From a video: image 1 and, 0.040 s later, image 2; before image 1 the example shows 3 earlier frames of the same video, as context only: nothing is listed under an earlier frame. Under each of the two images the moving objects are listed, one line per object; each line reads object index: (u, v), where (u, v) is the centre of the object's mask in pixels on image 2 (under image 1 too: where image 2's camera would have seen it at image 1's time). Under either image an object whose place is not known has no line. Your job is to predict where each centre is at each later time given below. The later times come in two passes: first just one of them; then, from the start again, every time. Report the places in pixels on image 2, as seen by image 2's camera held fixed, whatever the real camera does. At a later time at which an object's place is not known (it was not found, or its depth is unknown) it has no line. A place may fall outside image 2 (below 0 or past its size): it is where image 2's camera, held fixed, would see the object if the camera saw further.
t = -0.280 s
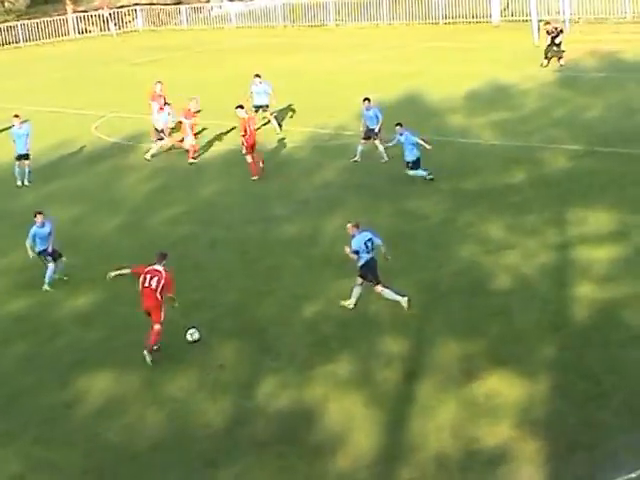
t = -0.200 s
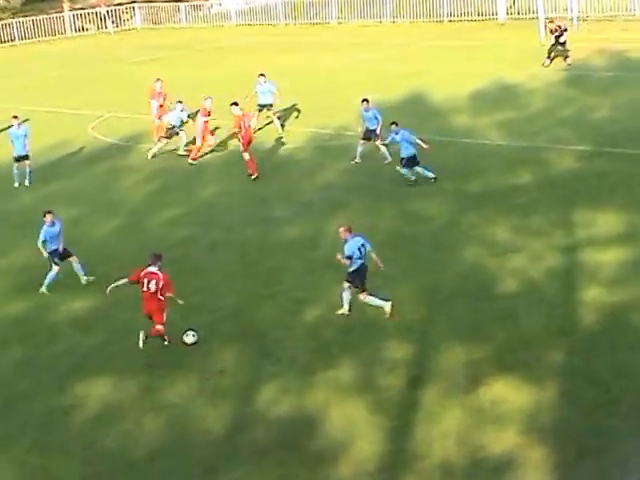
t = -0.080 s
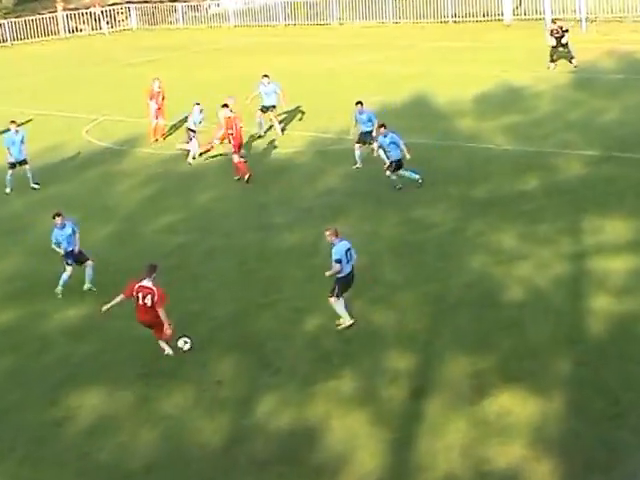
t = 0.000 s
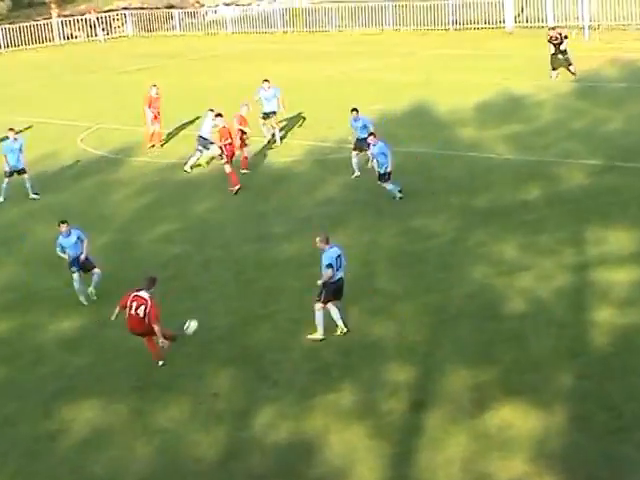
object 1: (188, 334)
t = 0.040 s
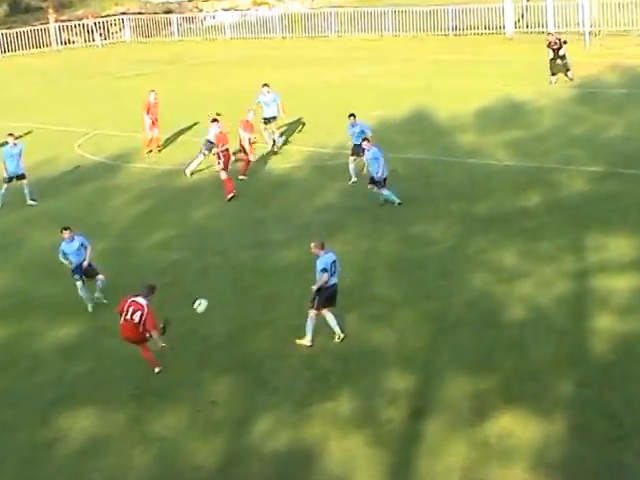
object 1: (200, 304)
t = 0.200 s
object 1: (237, 217)
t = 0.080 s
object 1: (210, 280)
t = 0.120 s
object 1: (220, 256)
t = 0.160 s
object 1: (230, 236)
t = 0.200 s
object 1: (237, 217)
